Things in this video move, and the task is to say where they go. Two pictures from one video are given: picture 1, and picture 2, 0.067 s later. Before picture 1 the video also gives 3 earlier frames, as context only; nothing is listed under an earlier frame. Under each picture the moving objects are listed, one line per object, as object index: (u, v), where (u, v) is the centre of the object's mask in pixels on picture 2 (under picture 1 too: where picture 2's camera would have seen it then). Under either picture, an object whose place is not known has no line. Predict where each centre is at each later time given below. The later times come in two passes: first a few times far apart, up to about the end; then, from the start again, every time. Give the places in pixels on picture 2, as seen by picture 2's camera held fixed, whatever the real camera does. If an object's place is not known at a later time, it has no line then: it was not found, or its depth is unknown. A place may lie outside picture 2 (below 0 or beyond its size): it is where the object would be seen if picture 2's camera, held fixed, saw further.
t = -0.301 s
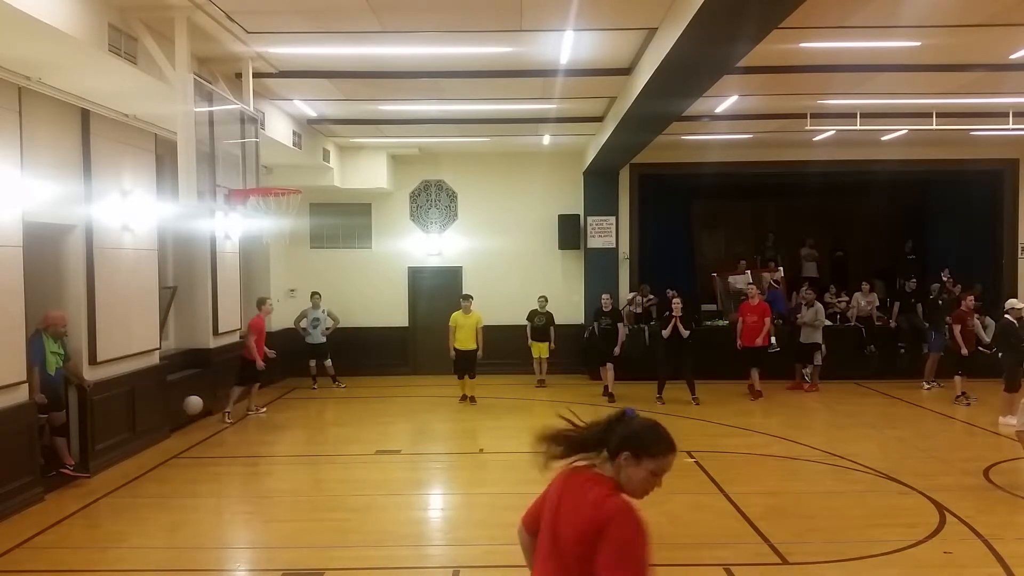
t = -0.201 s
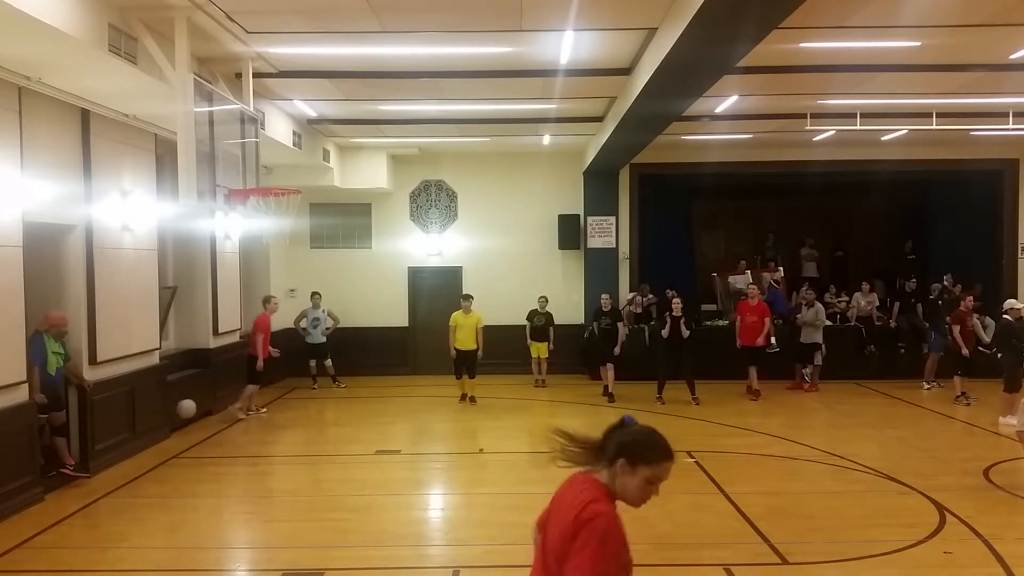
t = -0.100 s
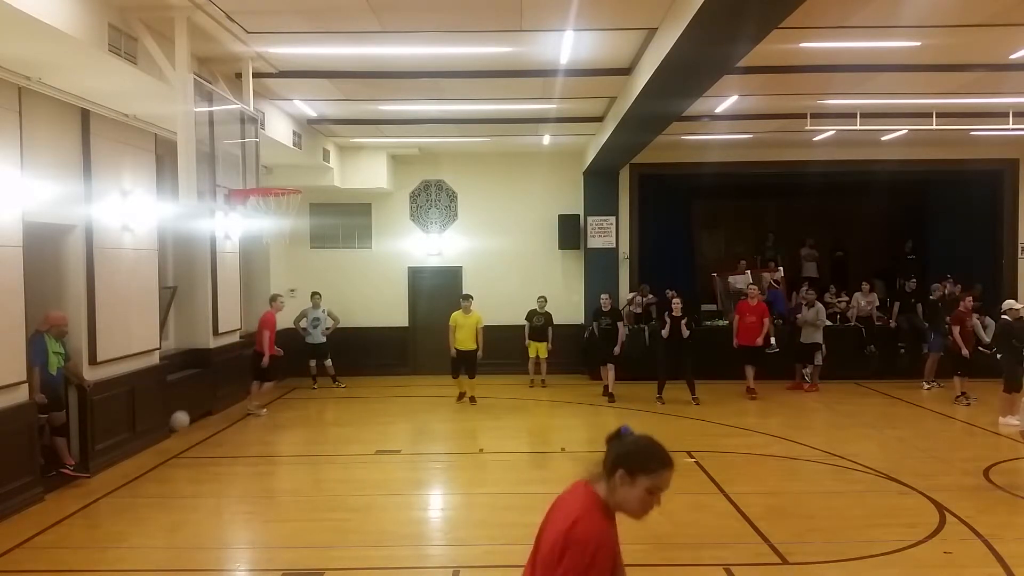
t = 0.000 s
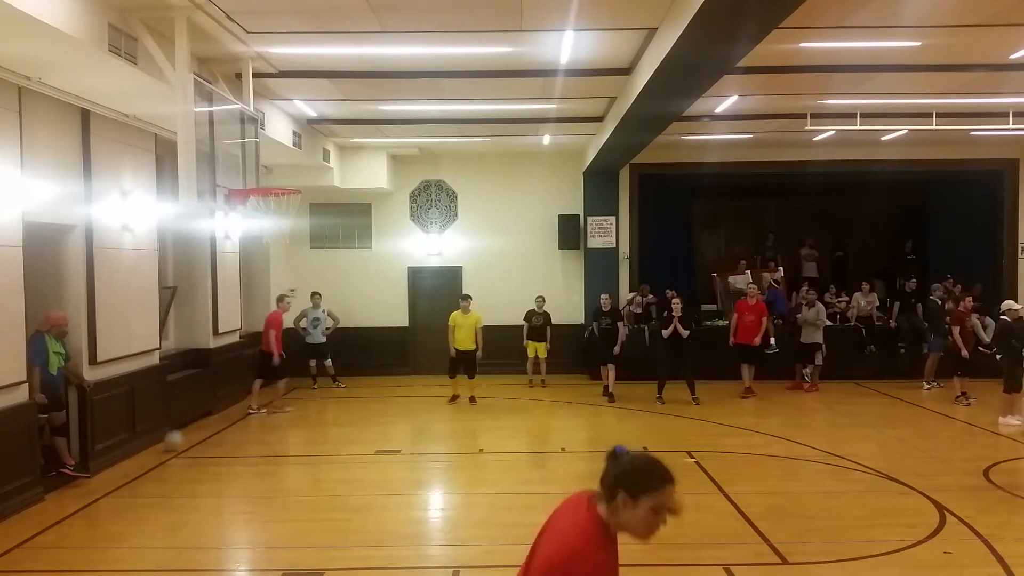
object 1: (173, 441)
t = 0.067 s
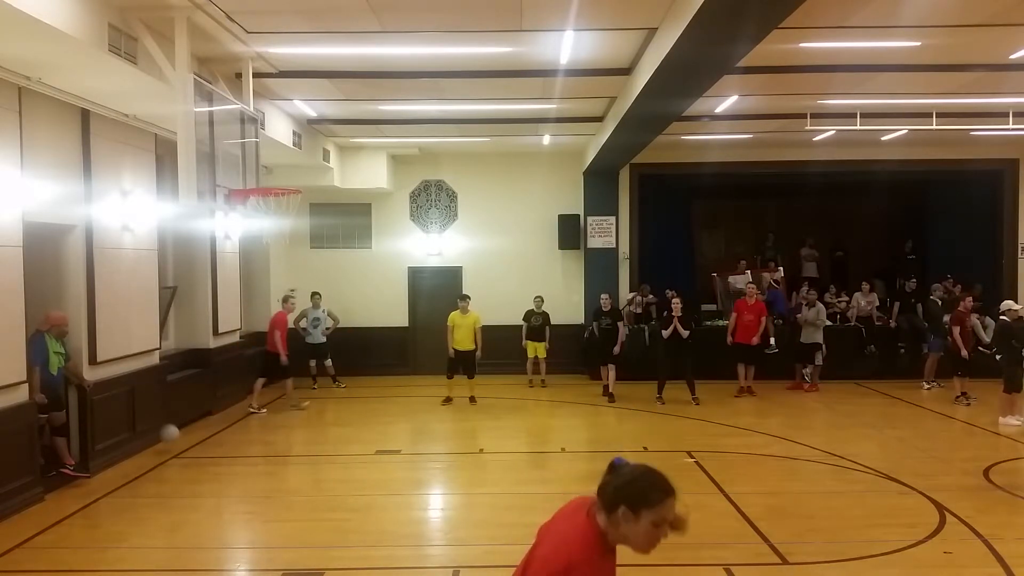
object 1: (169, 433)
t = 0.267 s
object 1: (159, 417)
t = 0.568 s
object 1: (148, 444)
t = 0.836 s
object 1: (171, 444)
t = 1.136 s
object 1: (198, 442)
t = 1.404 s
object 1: (223, 445)
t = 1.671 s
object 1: (247, 445)
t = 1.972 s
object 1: (272, 445)
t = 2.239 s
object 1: (296, 445)
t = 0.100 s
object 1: (168, 429)
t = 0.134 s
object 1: (166, 425)
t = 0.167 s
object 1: (164, 422)
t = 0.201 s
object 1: (162, 420)
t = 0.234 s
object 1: (160, 418)
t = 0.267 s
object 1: (159, 417)
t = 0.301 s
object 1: (157, 417)
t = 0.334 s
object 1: (155, 418)
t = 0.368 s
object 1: (154, 420)
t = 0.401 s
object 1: (152, 422)
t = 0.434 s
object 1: (150, 426)
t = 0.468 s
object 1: (149, 431)
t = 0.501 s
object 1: (147, 436)
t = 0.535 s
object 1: (146, 442)
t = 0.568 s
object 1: (148, 444)
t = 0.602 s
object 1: (151, 443)
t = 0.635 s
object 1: (154, 439)
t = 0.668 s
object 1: (157, 439)
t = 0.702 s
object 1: (160, 438)
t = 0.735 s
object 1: (162, 439)
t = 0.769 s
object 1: (165, 440)
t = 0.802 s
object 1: (168, 444)
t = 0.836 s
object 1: (171, 444)
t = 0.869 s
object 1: (175, 442)
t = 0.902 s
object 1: (178, 441)
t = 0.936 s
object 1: (181, 441)
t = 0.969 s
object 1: (183, 441)
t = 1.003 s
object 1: (187, 444)
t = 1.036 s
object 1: (190, 445)
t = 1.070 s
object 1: (193, 444)
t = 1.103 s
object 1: (196, 442)
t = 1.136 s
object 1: (198, 442)
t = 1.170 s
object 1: (201, 443)
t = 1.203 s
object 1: (205, 445)
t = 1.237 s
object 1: (208, 445)
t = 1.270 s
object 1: (211, 444)
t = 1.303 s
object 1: (213, 443)
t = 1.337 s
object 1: (216, 443)
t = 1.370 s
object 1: (220, 444)
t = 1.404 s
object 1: (223, 445)
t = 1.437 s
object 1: (226, 445)
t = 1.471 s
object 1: (229, 444)
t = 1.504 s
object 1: (232, 444)
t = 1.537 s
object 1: (235, 445)
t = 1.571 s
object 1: (237, 445)
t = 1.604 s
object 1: (241, 445)
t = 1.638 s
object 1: (244, 444)
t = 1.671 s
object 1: (247, 445)
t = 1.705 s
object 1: (250, 446)
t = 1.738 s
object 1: (252, 445)
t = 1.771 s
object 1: (256, 444)
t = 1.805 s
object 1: (258, 445)
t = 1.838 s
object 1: (261, 446)
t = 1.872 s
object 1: (264, 445)
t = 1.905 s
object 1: (266, 445)
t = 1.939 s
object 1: (269, 445)
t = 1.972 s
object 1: (272, 445)
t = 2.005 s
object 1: (275, 445)
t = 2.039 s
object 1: (278, 445)
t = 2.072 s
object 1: (281, 446)
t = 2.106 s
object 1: (284, 445)
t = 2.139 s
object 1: (287, 445)
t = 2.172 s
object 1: (290, 445)
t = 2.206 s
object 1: (293, 445)
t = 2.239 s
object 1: (296, 445)
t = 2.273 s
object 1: (299, 445)
